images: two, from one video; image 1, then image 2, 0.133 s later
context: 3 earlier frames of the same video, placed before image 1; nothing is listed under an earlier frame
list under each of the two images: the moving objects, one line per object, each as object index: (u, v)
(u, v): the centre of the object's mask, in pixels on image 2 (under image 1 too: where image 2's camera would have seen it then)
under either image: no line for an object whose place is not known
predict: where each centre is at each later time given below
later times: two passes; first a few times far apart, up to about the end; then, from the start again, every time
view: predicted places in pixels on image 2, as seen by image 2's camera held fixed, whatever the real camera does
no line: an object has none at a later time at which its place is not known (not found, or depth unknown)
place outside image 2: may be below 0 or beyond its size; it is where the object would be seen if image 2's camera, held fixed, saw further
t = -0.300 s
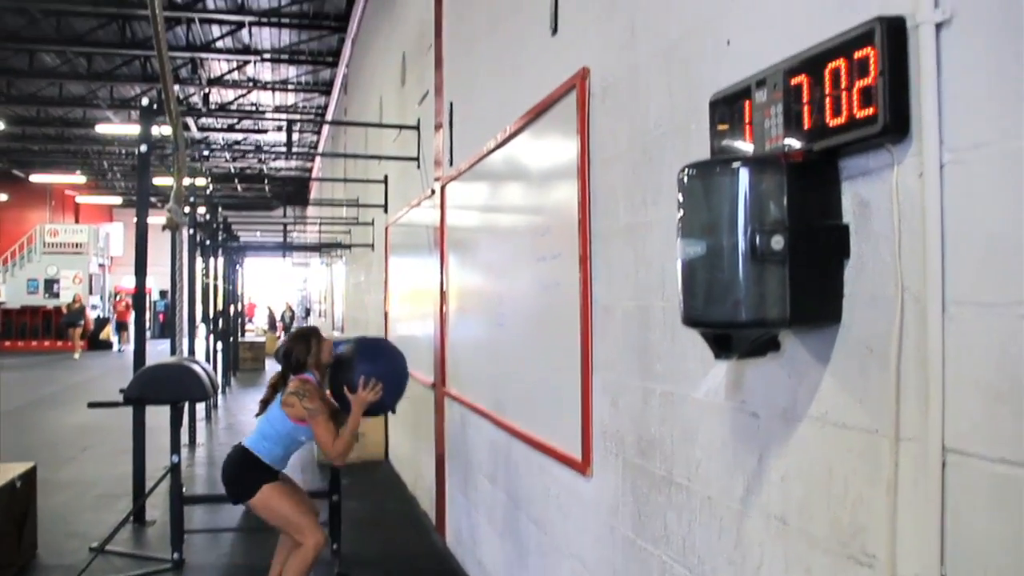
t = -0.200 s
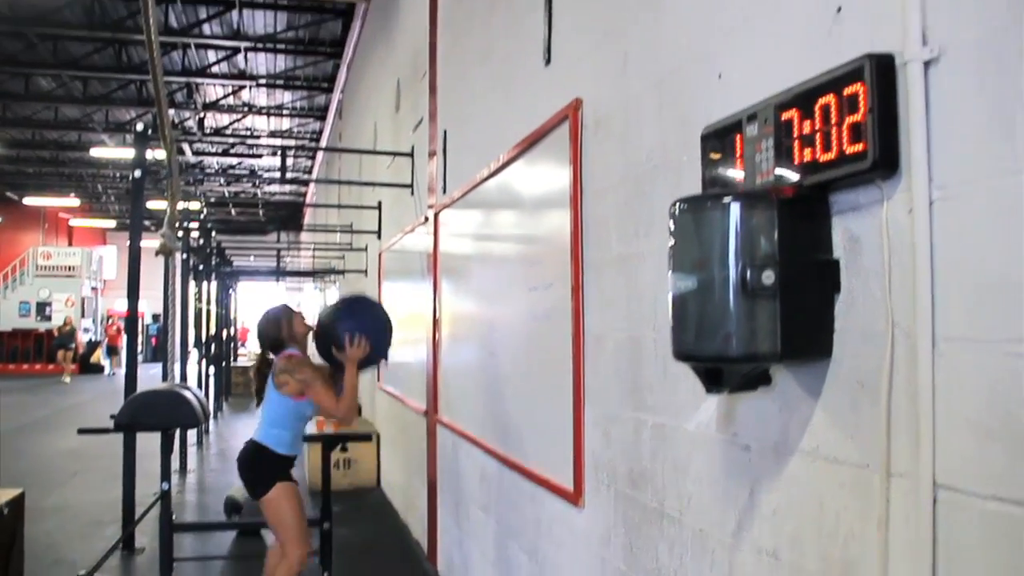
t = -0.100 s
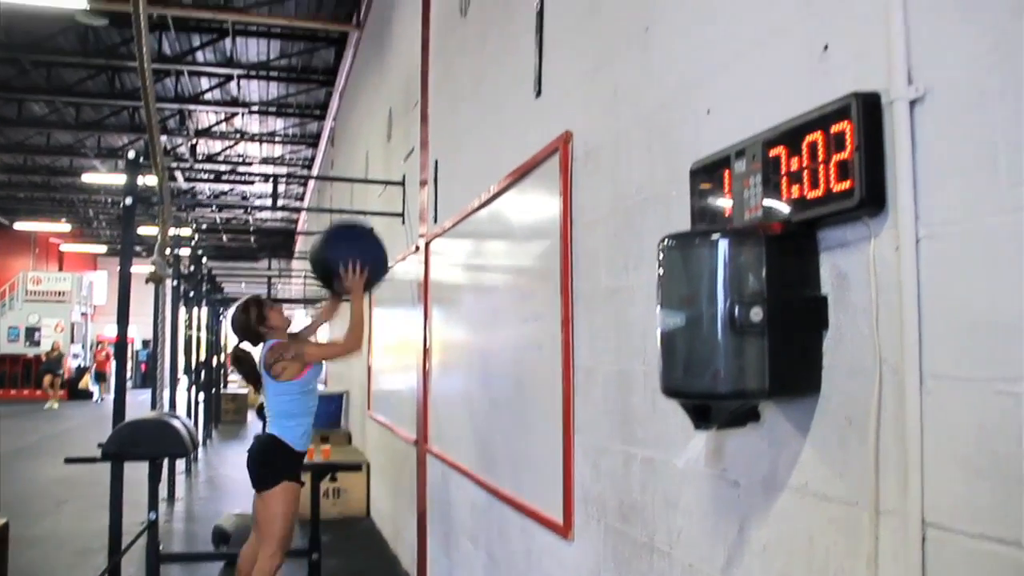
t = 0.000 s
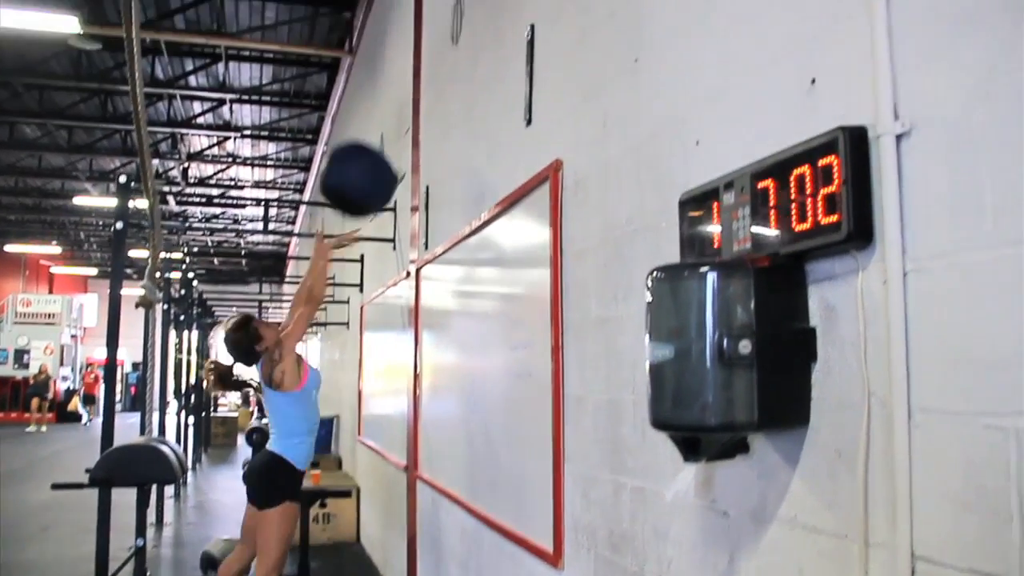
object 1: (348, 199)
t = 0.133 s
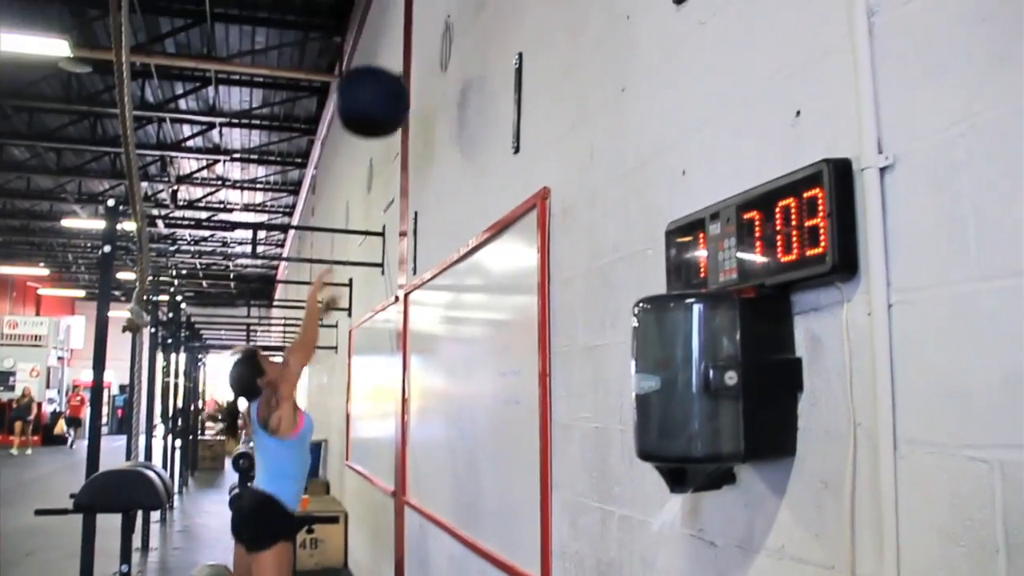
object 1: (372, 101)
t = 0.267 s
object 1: (395, 40)
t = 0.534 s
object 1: (411, 30)
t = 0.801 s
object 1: (380, 131)
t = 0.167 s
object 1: (378, 82)
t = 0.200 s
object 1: (384, 66)
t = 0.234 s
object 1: (389, 52)
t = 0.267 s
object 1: (395, 40)
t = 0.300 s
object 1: (400, 29)
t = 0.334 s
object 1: (405, 24)
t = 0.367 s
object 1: (410, 21)
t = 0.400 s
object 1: (416, 20)
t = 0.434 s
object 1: (418, 21)
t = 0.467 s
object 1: (418, 23)
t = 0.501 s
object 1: (414, 26)
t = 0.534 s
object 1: (411, 30)
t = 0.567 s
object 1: (407, 34)
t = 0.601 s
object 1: (404, 39)
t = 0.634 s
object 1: (399, 46)
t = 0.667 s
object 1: (396, 55)
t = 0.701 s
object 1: (392, 70)
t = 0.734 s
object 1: (388, 87)
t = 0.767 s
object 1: (384, 108)
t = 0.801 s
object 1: (380, 131)
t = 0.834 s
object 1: (375, 156)
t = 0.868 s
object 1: (371, 185)
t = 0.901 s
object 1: (367, 216)
